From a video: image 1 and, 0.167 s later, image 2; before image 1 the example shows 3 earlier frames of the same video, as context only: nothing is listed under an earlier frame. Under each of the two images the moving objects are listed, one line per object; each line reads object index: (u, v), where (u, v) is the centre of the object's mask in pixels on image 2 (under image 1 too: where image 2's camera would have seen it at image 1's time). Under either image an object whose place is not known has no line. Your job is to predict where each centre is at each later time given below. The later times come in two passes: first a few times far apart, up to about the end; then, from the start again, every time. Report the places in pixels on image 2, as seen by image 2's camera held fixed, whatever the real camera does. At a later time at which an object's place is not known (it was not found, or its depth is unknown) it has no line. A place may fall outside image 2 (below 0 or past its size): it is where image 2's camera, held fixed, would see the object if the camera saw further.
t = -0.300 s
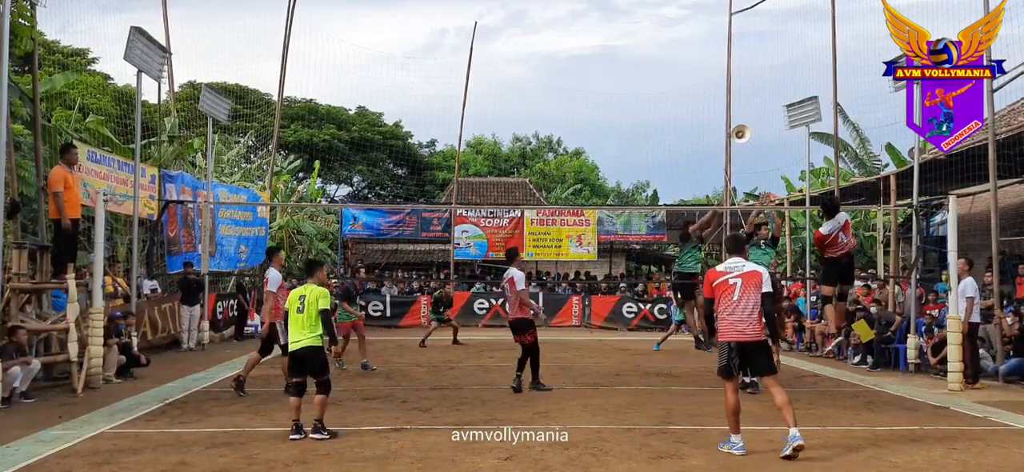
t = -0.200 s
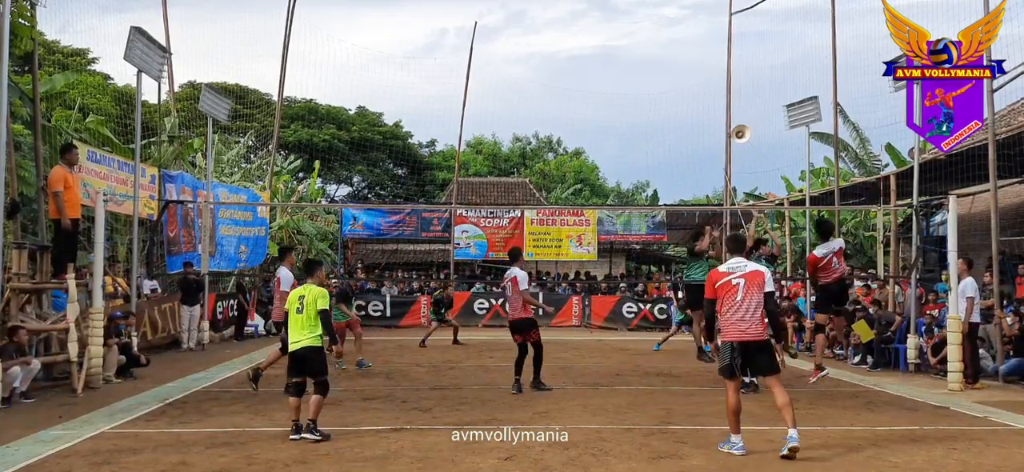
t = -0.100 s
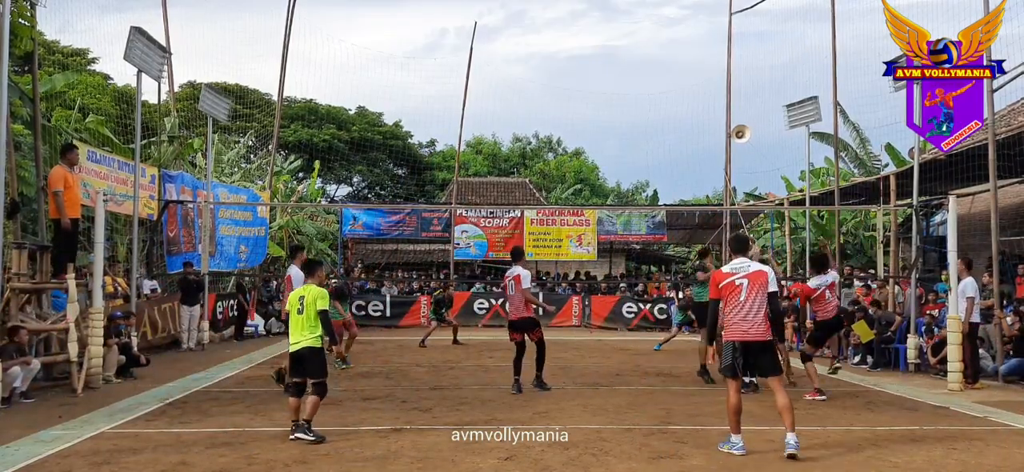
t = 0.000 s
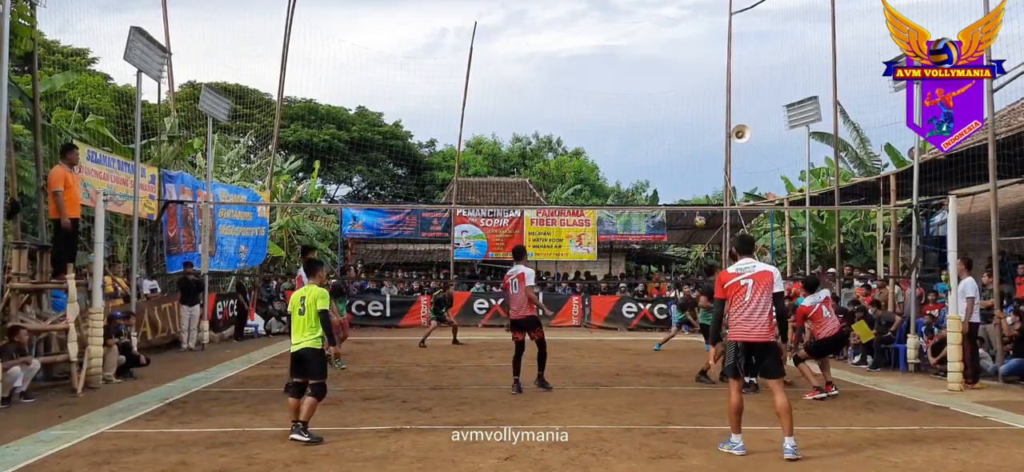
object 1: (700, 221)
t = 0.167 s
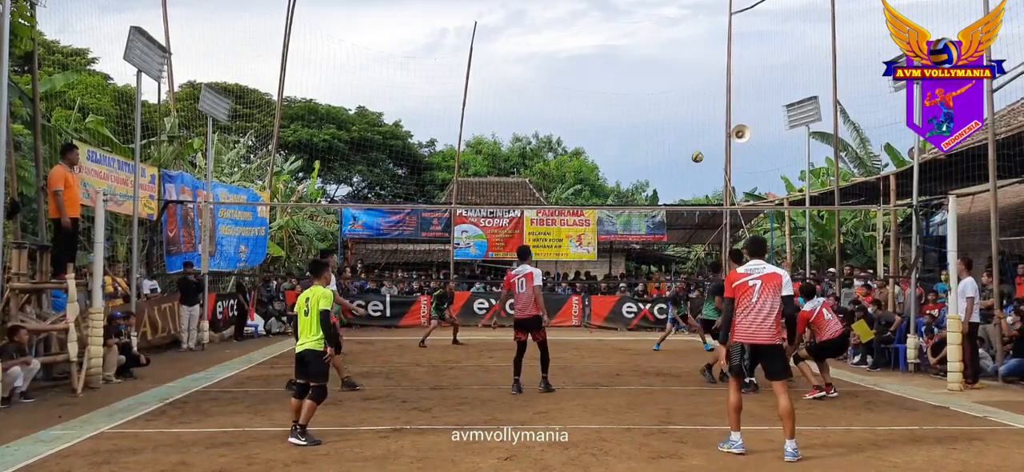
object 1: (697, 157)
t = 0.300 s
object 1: (695, 114)
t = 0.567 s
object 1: (689, 51)
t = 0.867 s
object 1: (679, 25)
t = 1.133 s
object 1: (669, 47)
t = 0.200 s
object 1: (697, 145)
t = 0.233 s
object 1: (696, 134)
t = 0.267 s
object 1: (696, 124)
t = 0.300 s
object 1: (695, 114)
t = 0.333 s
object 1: (694, 104)
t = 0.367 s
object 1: (693, 95)
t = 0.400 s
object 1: (693, 86)
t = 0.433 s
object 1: (692, 78)
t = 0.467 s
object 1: (691, 70)
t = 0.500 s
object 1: (690, 63)
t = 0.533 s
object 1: (689, 57)
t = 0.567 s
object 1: (689, 51)
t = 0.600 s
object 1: (687, 46)
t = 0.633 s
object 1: (686, 41)
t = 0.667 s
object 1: (686, 37)
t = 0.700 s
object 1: (685, 33)
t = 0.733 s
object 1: (684, 30)
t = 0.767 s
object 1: (683, 28)
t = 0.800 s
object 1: (682, 26)
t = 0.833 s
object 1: (680, 25)
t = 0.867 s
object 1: (679, 25)
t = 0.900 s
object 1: (678, 25)
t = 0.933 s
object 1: (677, 26)
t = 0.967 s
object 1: (676, 28)
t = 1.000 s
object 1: (674, 30)
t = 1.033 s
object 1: (673, 34)
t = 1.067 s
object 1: (671, 37)
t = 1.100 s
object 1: (670, 42)
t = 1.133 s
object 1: (669, 47)
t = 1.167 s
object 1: (667, 53)
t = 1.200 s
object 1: (666, 61)
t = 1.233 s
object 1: (665, 67)
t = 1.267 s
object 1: (663, 76)
